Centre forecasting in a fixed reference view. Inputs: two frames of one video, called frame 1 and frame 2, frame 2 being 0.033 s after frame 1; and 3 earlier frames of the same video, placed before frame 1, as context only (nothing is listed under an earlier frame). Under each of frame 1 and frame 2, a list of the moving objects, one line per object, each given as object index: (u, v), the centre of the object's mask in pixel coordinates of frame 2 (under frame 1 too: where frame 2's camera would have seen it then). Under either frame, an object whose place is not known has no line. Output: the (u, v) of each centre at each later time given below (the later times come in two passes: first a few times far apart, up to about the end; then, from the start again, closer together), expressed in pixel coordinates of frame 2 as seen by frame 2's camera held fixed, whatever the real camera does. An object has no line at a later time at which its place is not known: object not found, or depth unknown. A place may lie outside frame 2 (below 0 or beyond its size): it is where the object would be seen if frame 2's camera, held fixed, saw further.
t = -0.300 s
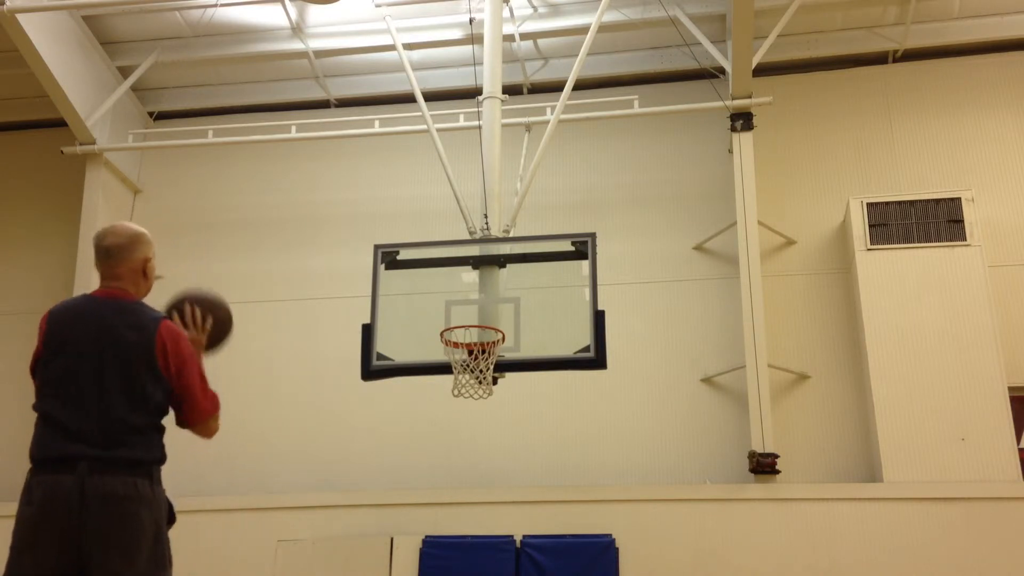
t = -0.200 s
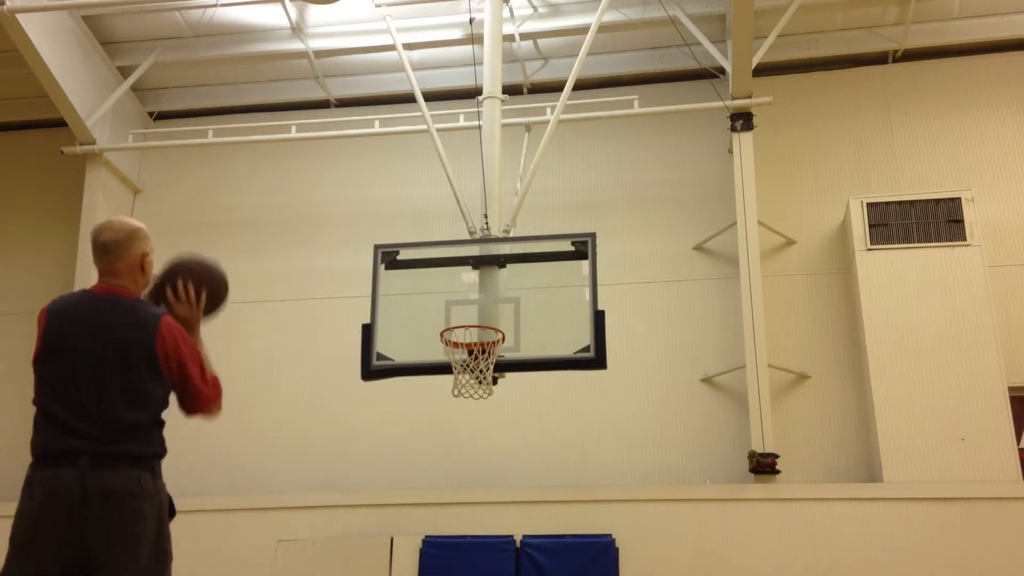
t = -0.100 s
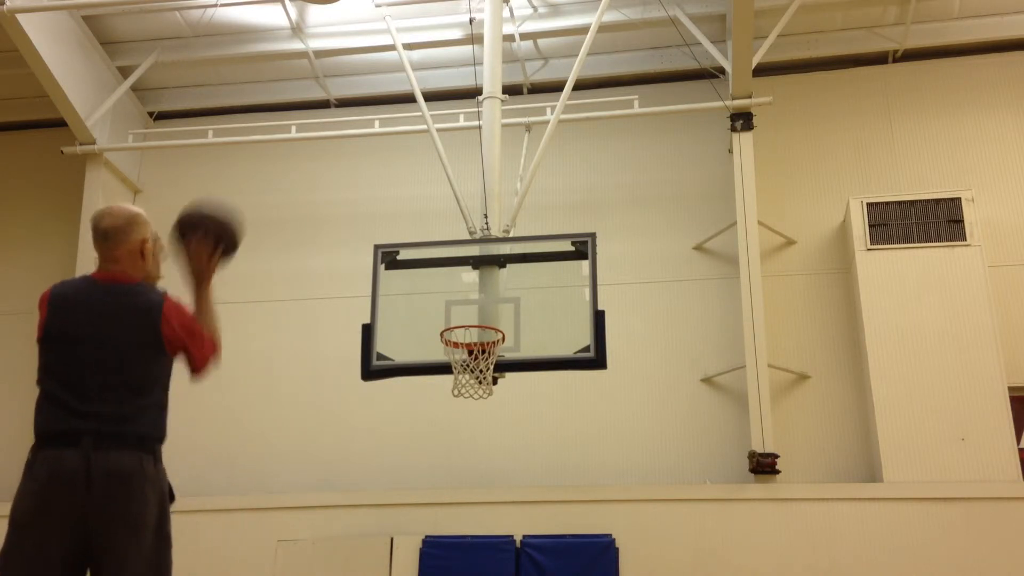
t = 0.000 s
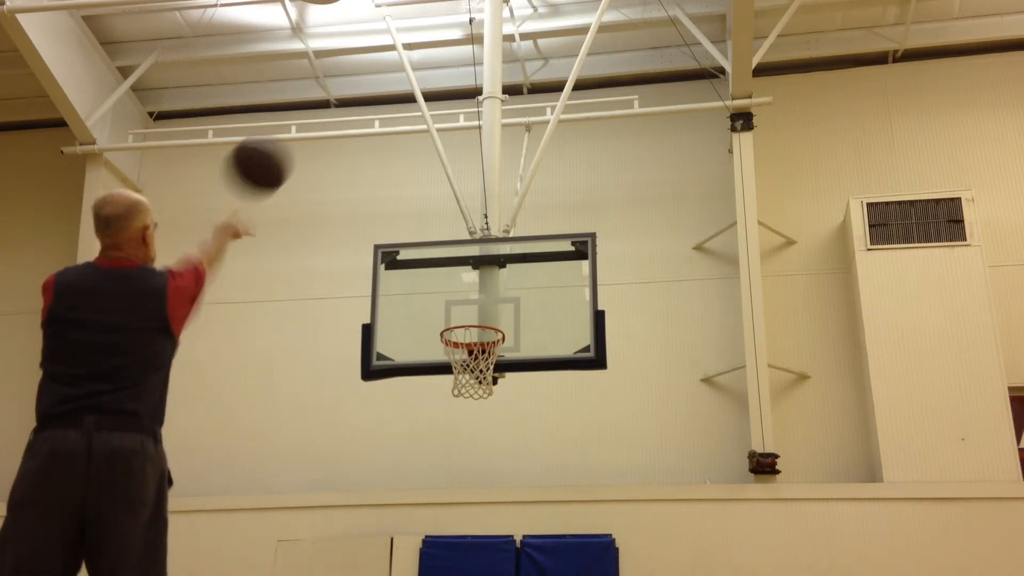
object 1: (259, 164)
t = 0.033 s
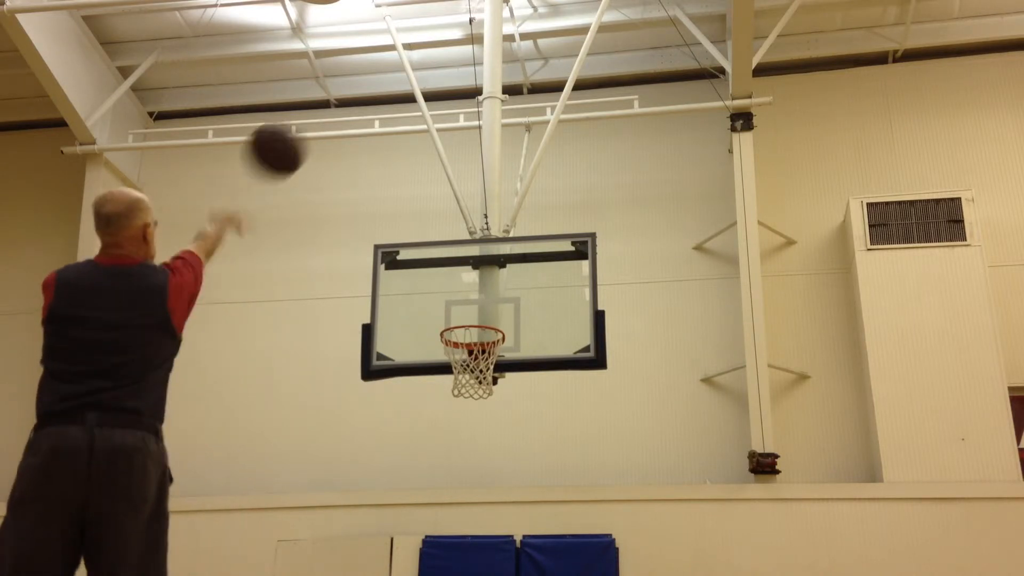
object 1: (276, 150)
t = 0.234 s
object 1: (354, 112)
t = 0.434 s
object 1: (406, 140)
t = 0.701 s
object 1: (451, 239)
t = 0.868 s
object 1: (475, 341)
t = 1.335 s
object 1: (468, 413)
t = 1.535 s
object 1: (460, 509)
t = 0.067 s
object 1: (292, 137)
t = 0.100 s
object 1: (306, 127)
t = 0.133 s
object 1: (320, 120)
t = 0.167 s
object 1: (333, 115)
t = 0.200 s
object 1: (344, 113)
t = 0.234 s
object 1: (354, 112)
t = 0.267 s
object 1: (364, 113)
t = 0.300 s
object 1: (374, 115)
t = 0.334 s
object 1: (382, 119)
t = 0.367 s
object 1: (390, 125)
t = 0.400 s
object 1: (398, 132)
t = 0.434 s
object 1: (406, 140)
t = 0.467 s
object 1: (413, 150)
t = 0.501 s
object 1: (419, 159)
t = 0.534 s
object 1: (425, 170)
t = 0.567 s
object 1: (431, 182)
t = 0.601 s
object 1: (437, 196)
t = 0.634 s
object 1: (443, 210)
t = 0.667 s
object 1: (447, 224)
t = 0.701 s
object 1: (451, 239)
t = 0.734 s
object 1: (457, 259)
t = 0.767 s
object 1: (462, 278)
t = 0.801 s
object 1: (465, 294)
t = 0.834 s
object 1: (470, 312)
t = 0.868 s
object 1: (475, 341)
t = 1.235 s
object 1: (471, 394)
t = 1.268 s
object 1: (470, 397)
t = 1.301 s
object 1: (469, 403)
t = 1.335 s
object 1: (468, 413)
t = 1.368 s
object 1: (467, 424)
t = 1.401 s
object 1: (466, 438)
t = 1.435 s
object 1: (464, 454)
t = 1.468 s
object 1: (463, 471)
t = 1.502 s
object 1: (461, 488)
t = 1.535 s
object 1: (460, 509)
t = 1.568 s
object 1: (458, 532)
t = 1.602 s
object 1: (457, 559)
